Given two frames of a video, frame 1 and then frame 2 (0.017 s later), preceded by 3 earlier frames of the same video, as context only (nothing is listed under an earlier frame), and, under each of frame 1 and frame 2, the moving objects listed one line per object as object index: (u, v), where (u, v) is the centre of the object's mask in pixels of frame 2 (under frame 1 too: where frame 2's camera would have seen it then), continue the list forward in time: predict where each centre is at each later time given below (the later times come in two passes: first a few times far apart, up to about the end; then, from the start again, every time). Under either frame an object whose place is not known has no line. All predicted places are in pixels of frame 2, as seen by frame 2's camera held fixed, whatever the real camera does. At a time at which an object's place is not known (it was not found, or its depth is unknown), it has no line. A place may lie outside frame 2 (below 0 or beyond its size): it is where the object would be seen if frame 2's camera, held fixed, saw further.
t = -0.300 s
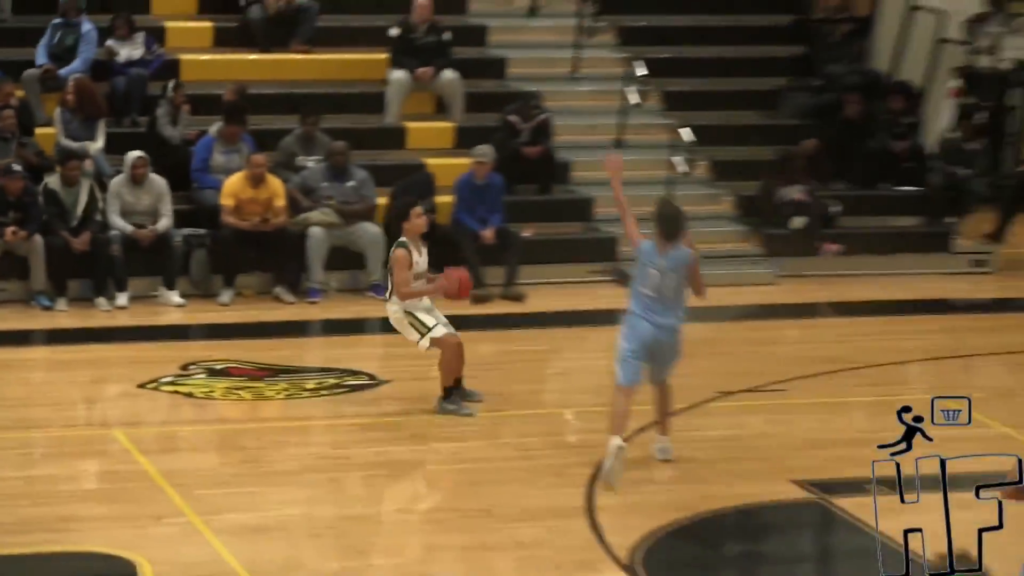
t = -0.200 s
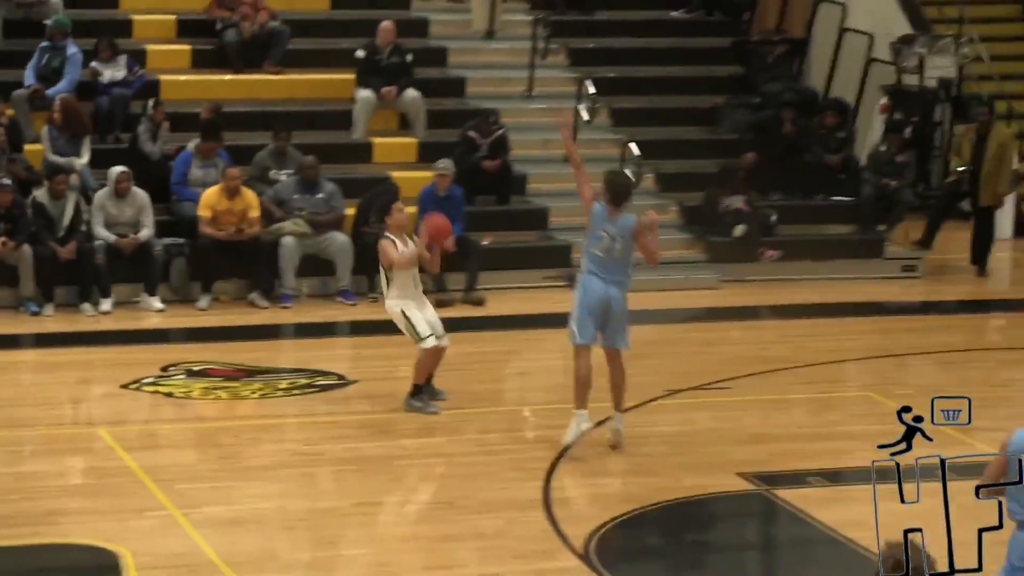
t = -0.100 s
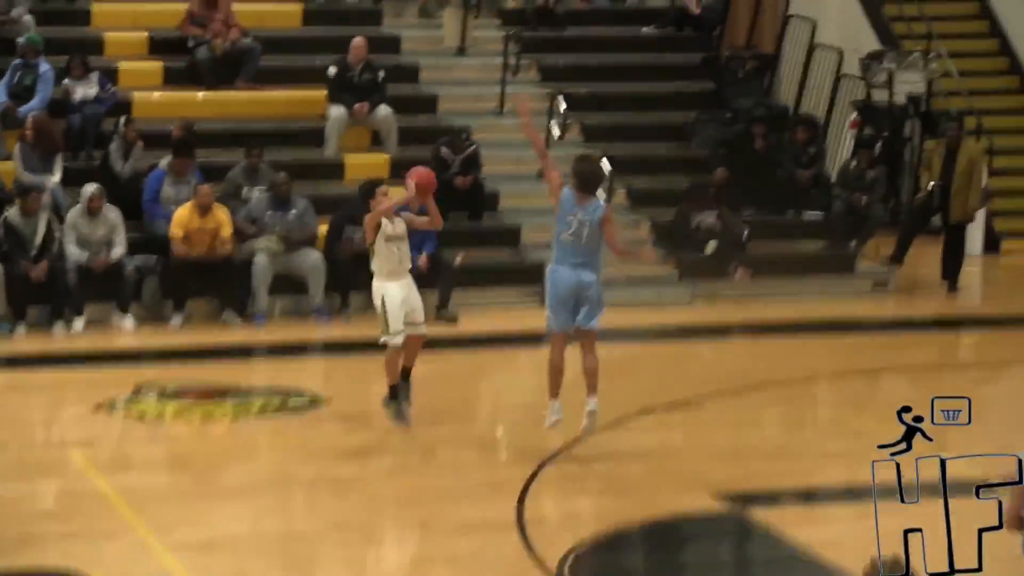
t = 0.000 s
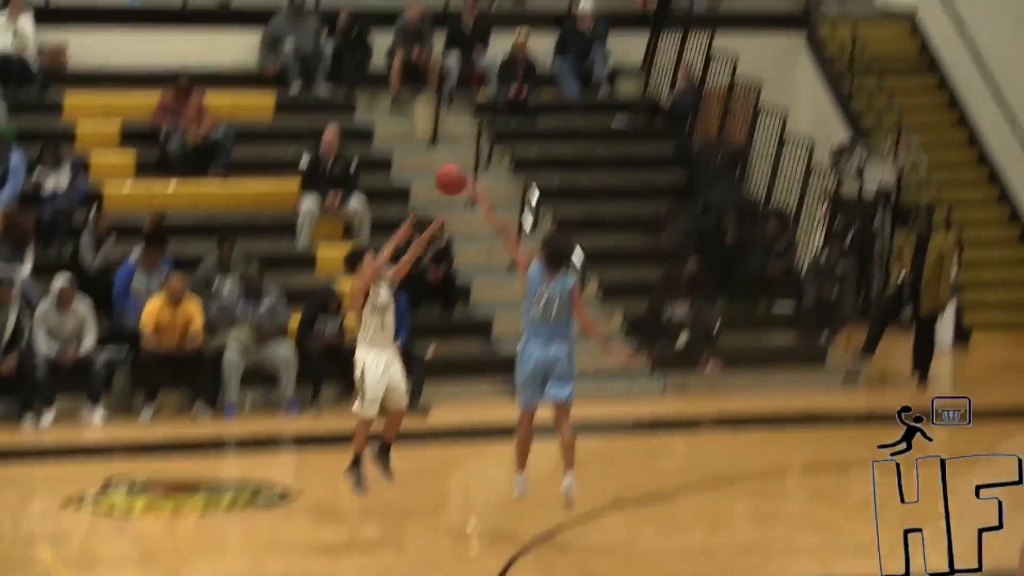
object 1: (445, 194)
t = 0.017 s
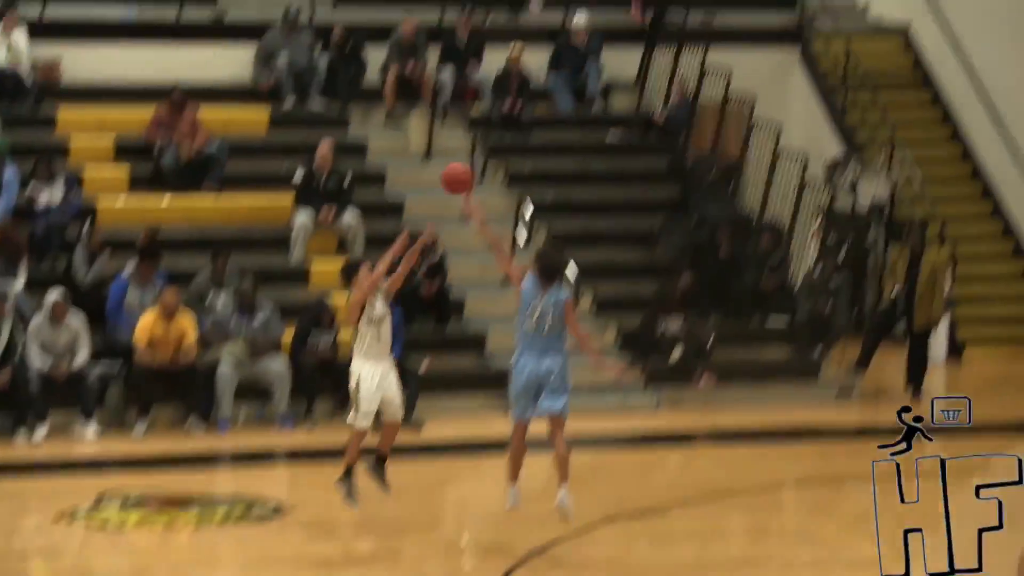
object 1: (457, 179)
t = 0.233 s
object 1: (613, -2)
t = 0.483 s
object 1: (802, -142)
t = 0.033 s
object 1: (469, 163)
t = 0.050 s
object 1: (481, 146)
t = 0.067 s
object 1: (493, 132)
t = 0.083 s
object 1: (505, 118)
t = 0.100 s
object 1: (517, 103)
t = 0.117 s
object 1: (528, 89)
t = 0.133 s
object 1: (540, 76)
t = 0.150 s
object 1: (553, 61)
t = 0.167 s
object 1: (565, 49)
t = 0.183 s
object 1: (576, 36)
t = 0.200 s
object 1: (589, 23)
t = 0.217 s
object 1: (601, 11)
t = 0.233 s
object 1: (613, -2)
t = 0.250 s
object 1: (625, -13)
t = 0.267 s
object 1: (637, -25)
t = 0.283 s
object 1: (649, -35)
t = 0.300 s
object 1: (662, -46)
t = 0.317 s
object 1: (675, -57)
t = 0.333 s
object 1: (687, -67)
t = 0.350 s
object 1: (699, -76)
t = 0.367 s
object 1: (712, -86)
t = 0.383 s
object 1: (725, -95)
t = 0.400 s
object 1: (738, -104)
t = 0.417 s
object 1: (750, -113)
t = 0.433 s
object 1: (763, -120)
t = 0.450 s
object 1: (776, -129)
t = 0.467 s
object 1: (789, -136)
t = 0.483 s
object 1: (802, -142)
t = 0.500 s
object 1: (815, -149)
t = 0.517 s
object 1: (828, -155)
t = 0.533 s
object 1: (842, -161)
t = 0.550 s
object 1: (855, -167)
